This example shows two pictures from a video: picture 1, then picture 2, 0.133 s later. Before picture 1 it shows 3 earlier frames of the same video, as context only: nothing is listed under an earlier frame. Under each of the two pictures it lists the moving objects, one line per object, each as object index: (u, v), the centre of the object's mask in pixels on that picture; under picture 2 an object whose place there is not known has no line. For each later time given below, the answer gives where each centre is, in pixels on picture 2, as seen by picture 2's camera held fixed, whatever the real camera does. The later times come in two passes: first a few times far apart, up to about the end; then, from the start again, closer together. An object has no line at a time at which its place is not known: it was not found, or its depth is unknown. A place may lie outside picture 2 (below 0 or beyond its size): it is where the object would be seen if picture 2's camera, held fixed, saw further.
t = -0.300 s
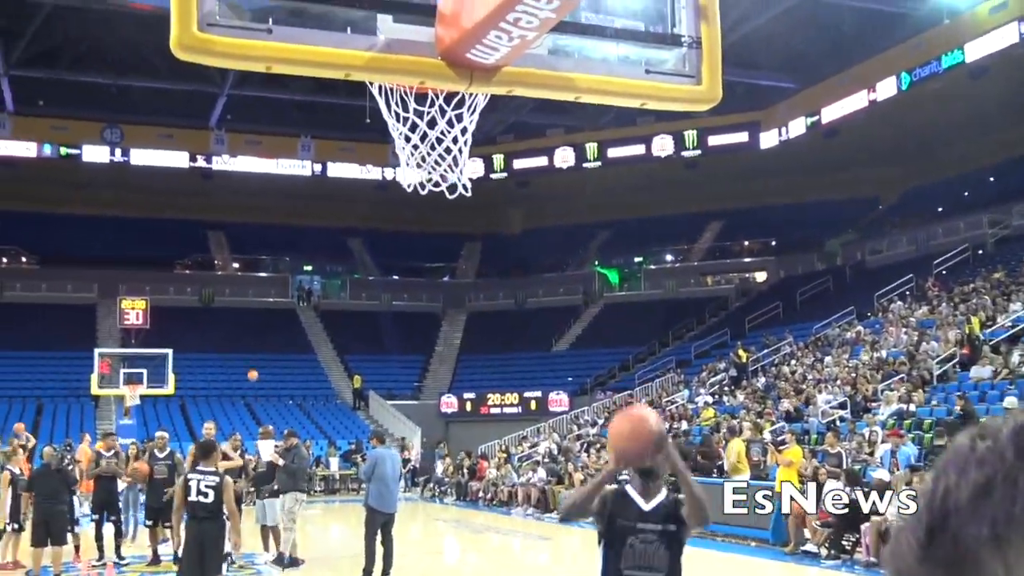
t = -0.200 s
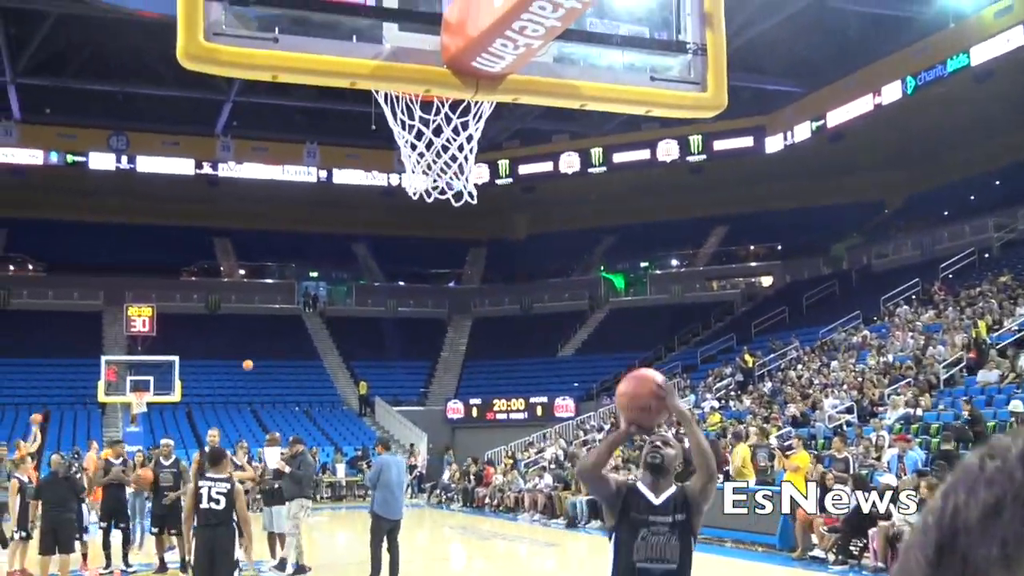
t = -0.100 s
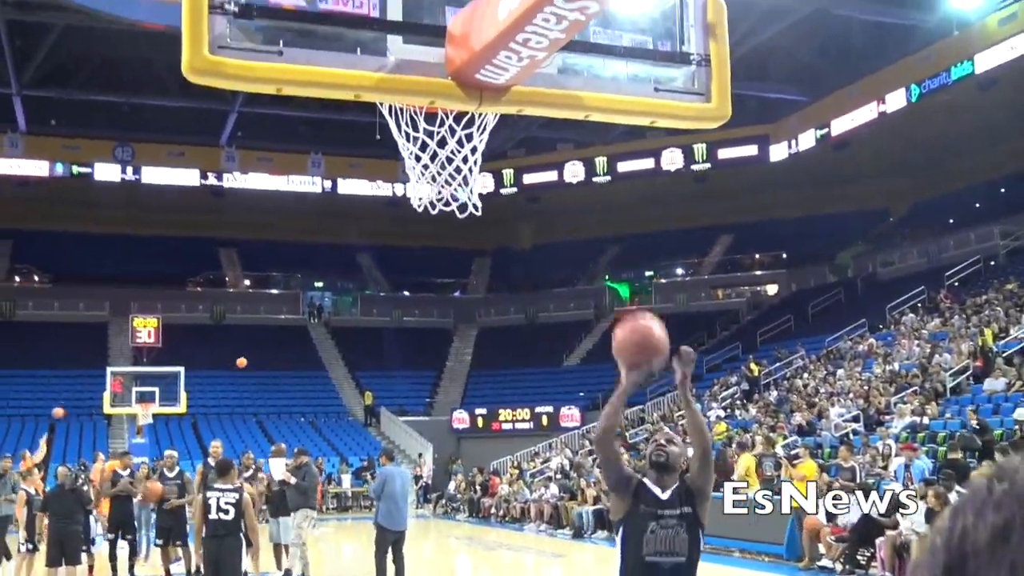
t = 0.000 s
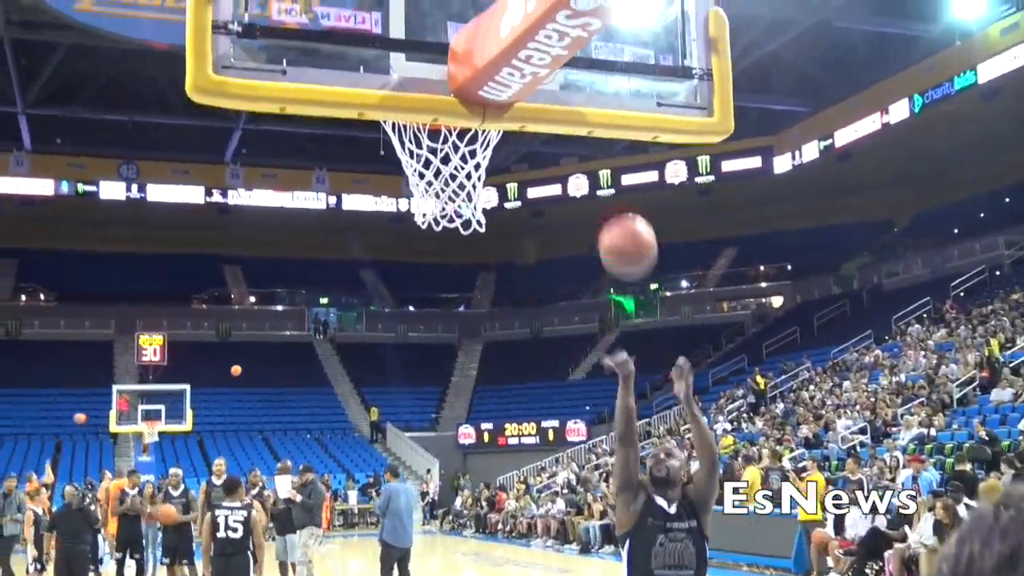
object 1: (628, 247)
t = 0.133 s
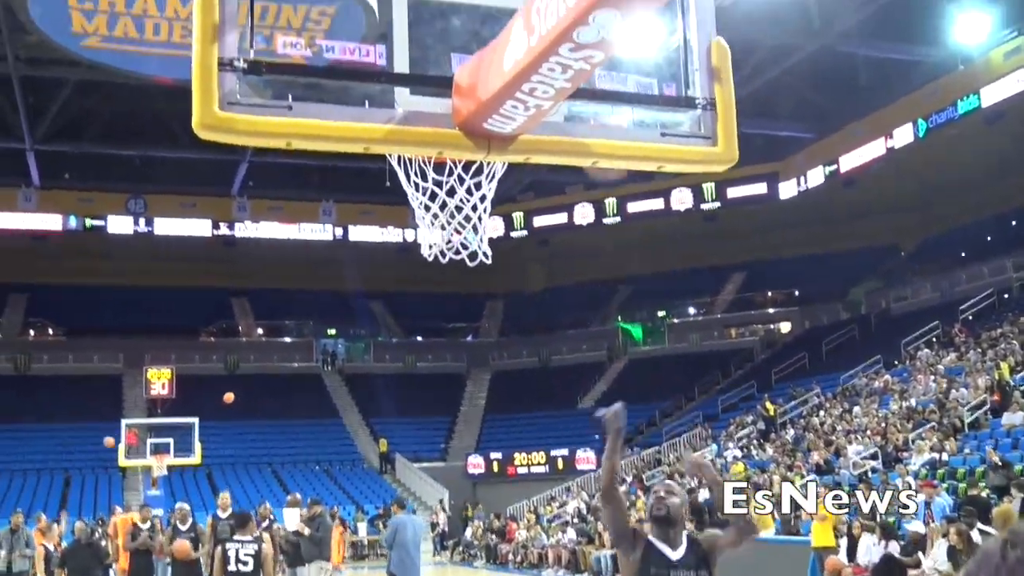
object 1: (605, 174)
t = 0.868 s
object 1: (436, 247)
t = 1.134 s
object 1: (420, 465)
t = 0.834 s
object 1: (436, 231)
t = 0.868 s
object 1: (436, 247)
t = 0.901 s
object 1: (432, 262)
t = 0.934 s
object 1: (430, 281)
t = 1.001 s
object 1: (426, 331)
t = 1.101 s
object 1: (421, 425)
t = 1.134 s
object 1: (420, 465)
